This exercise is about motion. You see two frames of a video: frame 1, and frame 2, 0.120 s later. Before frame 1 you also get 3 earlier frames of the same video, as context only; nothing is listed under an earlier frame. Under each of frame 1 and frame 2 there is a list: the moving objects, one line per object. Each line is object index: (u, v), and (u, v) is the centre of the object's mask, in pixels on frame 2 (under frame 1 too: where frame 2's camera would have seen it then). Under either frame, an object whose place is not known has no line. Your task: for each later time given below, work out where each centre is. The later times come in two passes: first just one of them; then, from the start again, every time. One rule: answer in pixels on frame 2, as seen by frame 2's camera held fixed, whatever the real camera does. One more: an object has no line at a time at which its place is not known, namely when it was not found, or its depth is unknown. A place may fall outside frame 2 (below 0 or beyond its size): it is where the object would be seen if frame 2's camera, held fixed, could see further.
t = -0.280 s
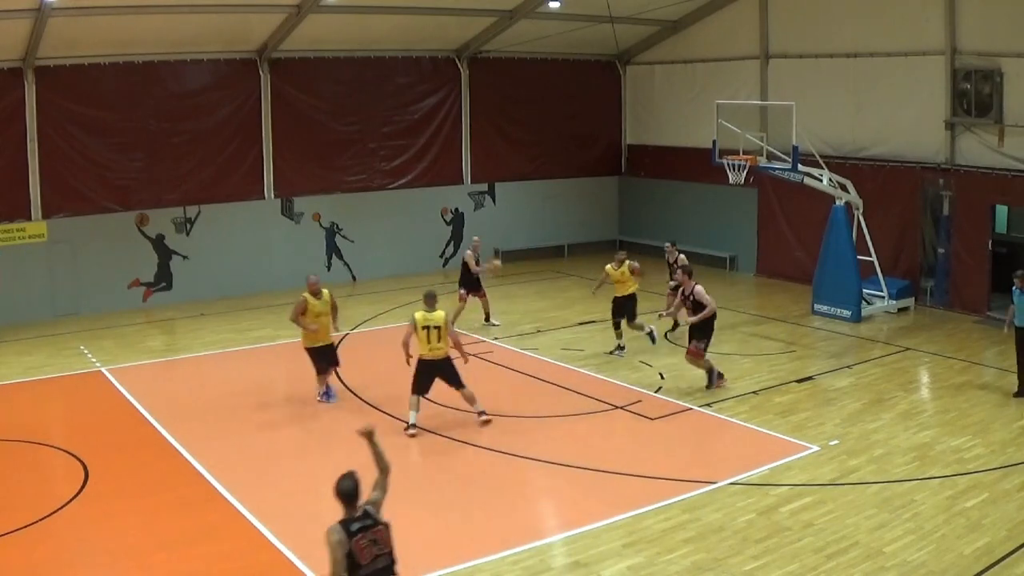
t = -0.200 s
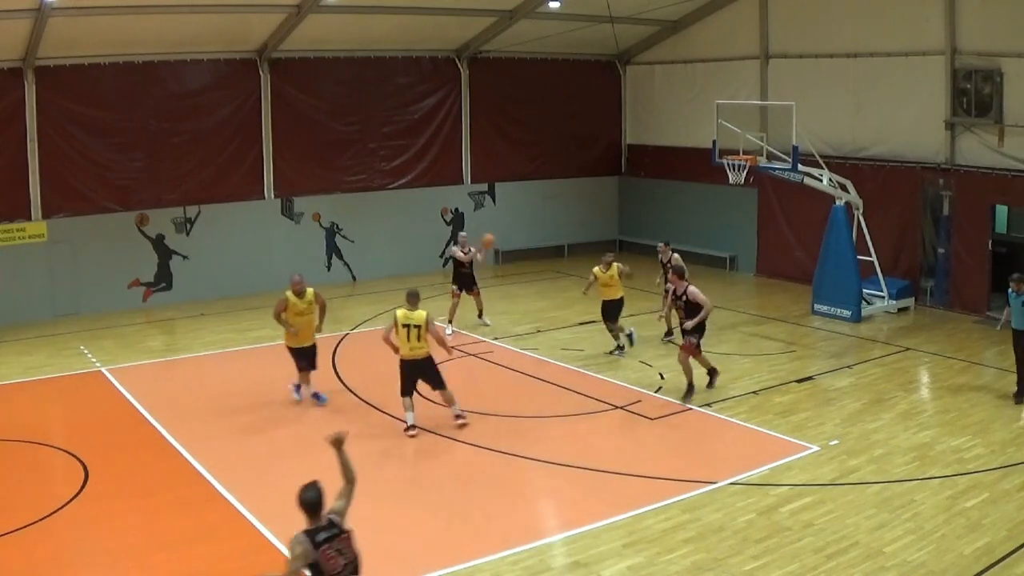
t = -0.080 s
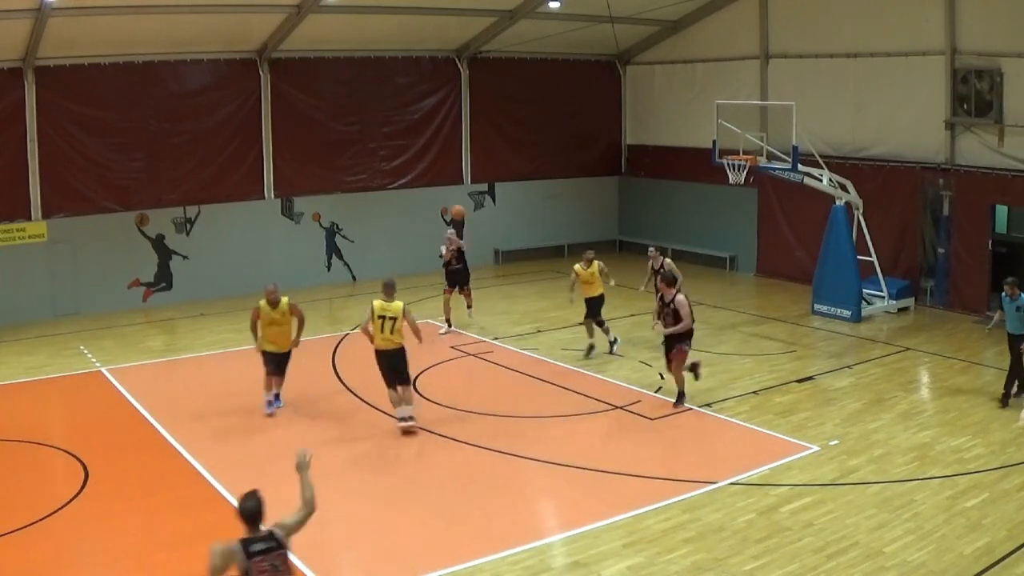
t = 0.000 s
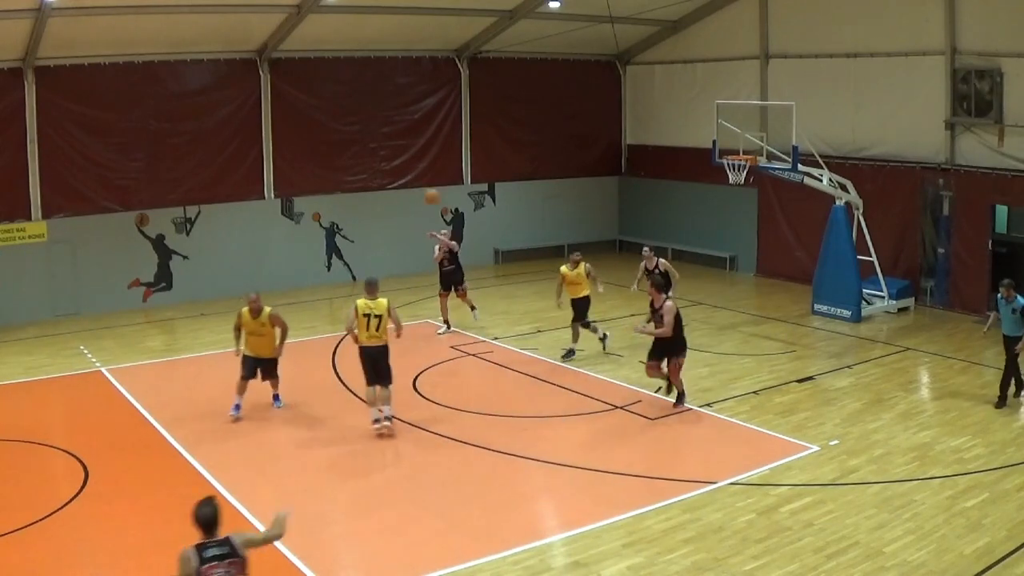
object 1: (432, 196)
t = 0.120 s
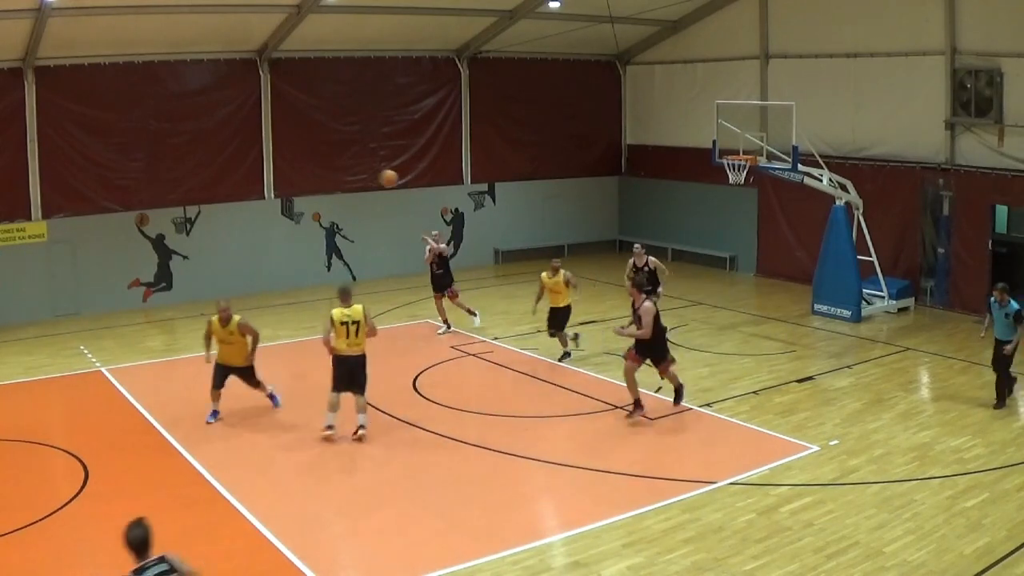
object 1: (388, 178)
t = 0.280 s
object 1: (320, 165)
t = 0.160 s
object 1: (373, 173)
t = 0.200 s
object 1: (356, 169)
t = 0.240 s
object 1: (338, 166)
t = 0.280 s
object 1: (320, 165)
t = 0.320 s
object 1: (301, 163)
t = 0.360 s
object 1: (282, 163)
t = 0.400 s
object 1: (259, 164)
